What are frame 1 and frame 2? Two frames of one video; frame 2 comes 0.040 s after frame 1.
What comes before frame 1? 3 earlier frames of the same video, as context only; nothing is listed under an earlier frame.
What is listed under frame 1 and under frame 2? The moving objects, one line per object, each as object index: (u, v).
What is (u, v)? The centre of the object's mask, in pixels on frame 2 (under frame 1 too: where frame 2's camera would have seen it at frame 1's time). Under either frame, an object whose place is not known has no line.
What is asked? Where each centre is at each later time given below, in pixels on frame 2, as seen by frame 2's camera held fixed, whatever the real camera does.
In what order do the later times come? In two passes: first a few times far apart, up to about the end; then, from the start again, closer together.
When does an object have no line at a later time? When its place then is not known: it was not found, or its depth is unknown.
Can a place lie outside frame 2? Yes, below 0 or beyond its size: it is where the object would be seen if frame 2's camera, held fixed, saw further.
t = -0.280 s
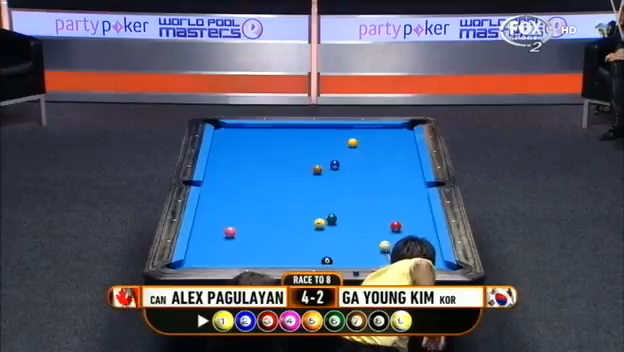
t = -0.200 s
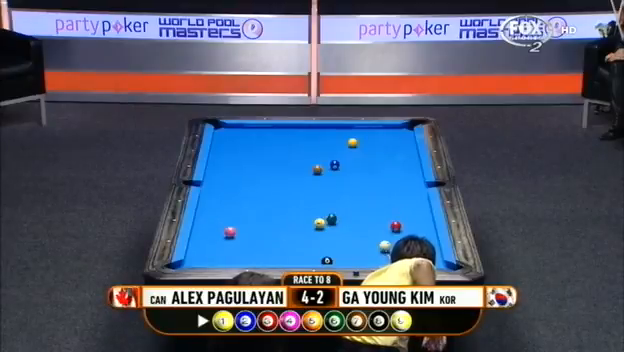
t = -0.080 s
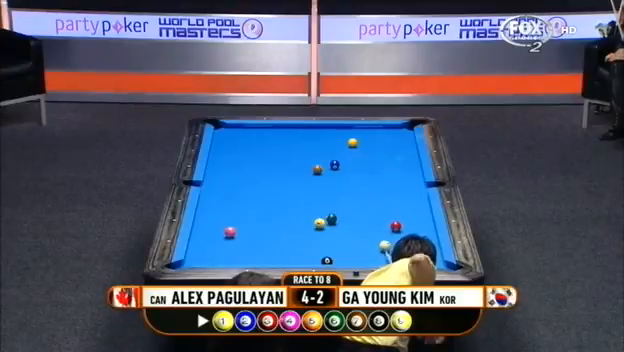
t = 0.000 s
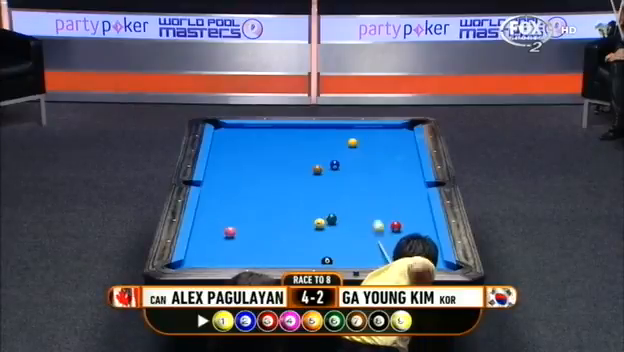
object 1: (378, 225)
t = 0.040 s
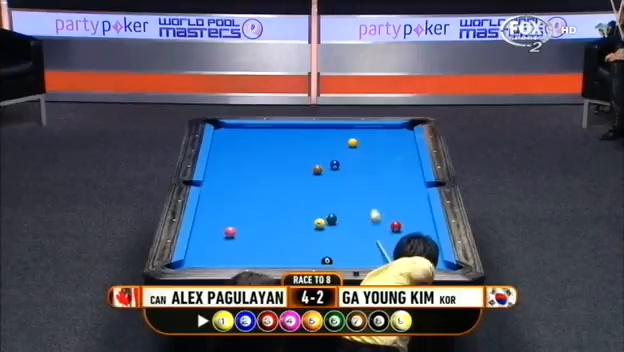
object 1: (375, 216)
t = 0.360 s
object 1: (353, 150)
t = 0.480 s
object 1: (341, 144)
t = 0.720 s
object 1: (320, 143)
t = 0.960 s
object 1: (299, 142)
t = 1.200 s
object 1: (280, 141)
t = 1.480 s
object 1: (258, 139)
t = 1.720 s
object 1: (240, 138)
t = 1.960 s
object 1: (222, 137)
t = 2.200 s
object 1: (222, 137)
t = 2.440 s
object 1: (229, 137)
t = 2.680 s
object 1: (236, 138)
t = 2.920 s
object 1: (242, 138)
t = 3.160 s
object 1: (248, 138)
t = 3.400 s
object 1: (253, 139)
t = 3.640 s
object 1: (258, 139)
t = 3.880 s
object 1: (261, 139)
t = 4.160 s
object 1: (265, 139)
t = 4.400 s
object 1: (267, 140)
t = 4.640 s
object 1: (269, 140)
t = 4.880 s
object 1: (270, 140)
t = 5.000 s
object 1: (271, 140)
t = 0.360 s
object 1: (353, 150)
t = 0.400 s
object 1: (350, 145)
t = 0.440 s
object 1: (345, 145)
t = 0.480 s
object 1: (341, 144)
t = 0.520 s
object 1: (338, 144)
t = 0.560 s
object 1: (334, 144)
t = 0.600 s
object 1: (330, 144)
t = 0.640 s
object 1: (327, 144)
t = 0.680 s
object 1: (323, 143)
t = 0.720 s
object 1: (320, 143)
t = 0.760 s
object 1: (316, 143)
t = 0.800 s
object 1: (313, 143)
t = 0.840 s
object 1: (309, 142)
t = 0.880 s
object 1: (306, 142)
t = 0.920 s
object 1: (303, 142)
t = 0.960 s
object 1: (299, 142)
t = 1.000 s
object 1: (296, 141)
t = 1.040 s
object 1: (293, 141)
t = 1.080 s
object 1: (289, 141)
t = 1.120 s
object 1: (286, 141)
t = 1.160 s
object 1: (283, 141)
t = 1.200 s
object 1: (280, 141)
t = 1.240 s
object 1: (276, 140)
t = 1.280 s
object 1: (273, 140)
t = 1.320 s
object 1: (270, 140)
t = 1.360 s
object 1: (267, 140)
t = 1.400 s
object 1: (264, 140)
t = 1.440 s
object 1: (261, 140)
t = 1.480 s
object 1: (258, 139)
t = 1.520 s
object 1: (255, 139)
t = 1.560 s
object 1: (251, 139)
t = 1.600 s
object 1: (248, 138)
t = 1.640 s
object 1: (245, 138)
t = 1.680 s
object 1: (243, 138)
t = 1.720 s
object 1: (240, 138)
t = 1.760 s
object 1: (237, 138)
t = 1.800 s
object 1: (234, 138)
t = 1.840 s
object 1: (231, 137)
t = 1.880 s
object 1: (228, 137)
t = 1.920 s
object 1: (225, 137)
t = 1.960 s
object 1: (222, 137)
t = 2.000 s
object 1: (220, 137)
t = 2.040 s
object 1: (217, 137)
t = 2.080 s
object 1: (218, 137)
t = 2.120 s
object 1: (220, 137)
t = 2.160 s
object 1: (221, 137)
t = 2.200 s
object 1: (222, 137)
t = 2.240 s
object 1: (223, 137)
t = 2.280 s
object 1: (224, 137)
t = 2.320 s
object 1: (226, 137)
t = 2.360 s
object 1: (227, 137)
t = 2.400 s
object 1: (228, 137)
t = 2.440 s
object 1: (229, 137)
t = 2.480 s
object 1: (230, 137)
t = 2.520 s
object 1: (232, 138)
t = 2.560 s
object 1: (233, 138)
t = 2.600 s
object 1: (234, 138)
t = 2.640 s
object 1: (235, 138)
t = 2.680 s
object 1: (236, 138)
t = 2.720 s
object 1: (237, 138)
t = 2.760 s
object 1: (238, 138)
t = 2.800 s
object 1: (239, 138)
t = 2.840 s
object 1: (240, 138)
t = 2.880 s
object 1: (241, 138)
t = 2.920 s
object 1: (242, 138)
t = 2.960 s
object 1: (243, 138)
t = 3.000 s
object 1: (244, 138)
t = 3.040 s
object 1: (245, 138)
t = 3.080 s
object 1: (246, 138)
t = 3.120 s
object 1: (247, 138)
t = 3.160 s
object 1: (248, 138)
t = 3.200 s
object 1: (249, 138)
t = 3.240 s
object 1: (250, 138)
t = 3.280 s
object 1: (251, 139)
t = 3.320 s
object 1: (252, 139)
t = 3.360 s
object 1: (252, 139)
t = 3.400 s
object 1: (253, 139)
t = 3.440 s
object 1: (254, 139)
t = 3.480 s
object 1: (255, 139)
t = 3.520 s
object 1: (255, 139)
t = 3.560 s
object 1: (256, 139)
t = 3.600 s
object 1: (257, 139)
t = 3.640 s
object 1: (258, 139)
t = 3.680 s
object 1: (258, 139)
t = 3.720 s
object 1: (259, 139)
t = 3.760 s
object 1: (260, 139)
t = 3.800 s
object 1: (260, 139)
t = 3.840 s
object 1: (261, 139)
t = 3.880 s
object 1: (261, 139)
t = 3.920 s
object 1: (262, 139)
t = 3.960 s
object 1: (262, 139)
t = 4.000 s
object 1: (263, 139)
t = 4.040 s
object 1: (264, 140)
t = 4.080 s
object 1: (264, 140)
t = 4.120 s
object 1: (265, 140)
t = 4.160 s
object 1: (265, 139)
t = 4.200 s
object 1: (266, 139)
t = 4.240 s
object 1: (266, 139)
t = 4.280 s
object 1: (266, 140)
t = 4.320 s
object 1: (267, 140)
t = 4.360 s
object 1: (267, 140)
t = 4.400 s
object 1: (267, 140)
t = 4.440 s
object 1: (268, 140)
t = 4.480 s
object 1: (268, 140)
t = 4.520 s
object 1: (268, 140)
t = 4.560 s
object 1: (269, 140)
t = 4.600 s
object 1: (269, 140)
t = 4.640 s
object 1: (269, 140)
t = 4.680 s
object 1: (269, 140)
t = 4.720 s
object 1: (270, 140)
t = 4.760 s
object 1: (270, 140)
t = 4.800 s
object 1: (270, 140)
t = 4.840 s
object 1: (270, 140)
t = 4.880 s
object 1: (270, 140)
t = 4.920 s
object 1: (271, 140)
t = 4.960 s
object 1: (271, 140)
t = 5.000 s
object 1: (271, 140)
